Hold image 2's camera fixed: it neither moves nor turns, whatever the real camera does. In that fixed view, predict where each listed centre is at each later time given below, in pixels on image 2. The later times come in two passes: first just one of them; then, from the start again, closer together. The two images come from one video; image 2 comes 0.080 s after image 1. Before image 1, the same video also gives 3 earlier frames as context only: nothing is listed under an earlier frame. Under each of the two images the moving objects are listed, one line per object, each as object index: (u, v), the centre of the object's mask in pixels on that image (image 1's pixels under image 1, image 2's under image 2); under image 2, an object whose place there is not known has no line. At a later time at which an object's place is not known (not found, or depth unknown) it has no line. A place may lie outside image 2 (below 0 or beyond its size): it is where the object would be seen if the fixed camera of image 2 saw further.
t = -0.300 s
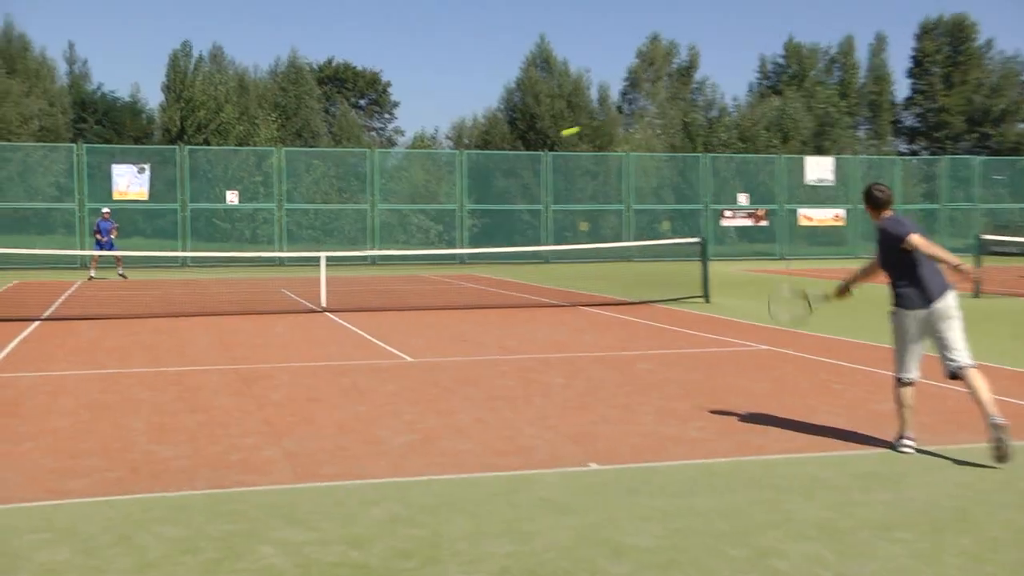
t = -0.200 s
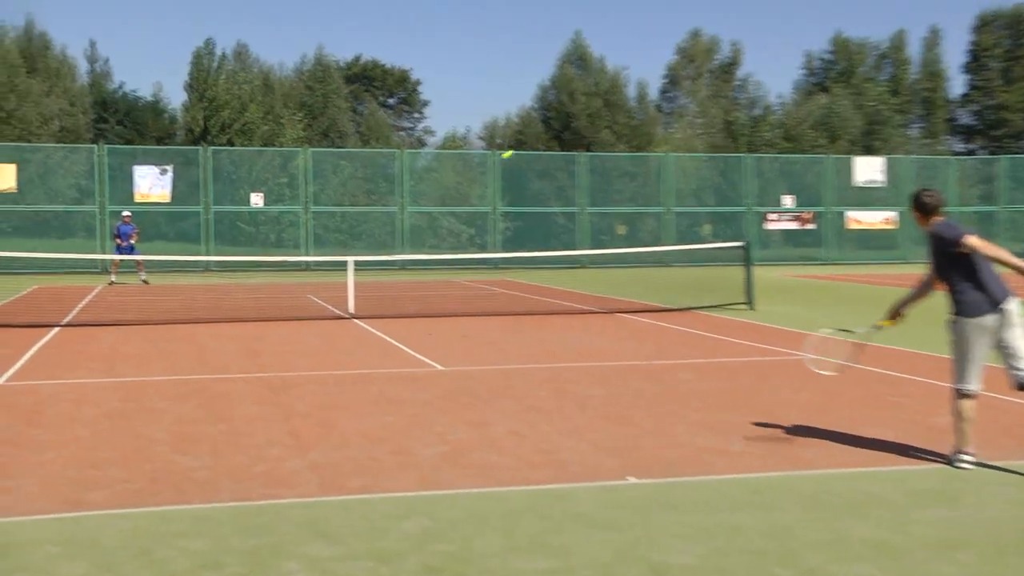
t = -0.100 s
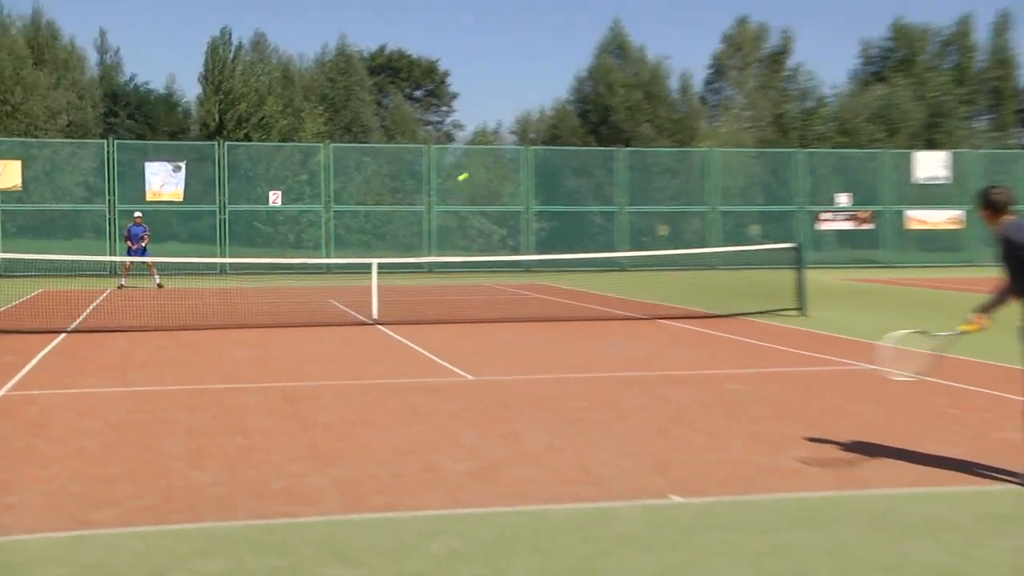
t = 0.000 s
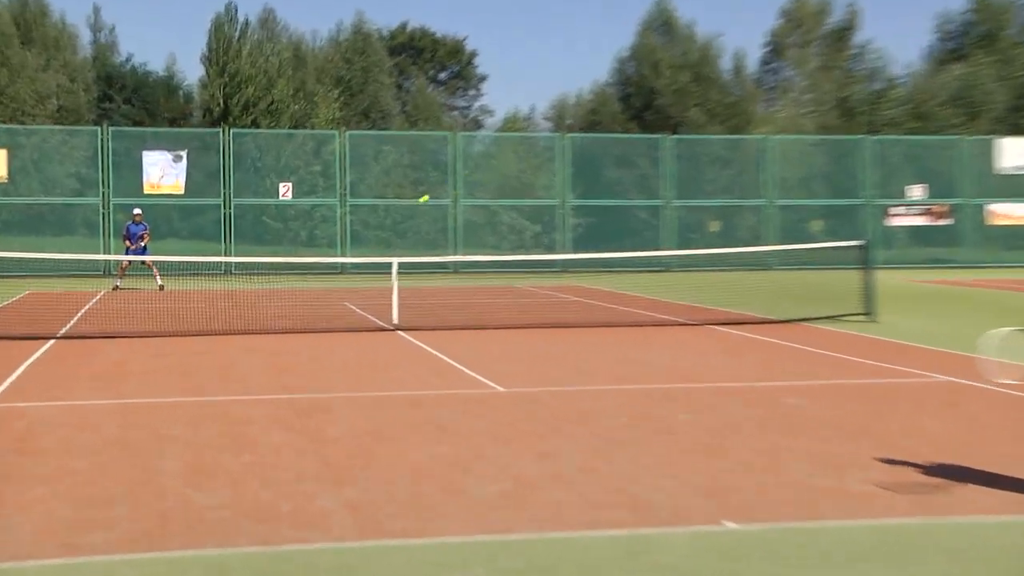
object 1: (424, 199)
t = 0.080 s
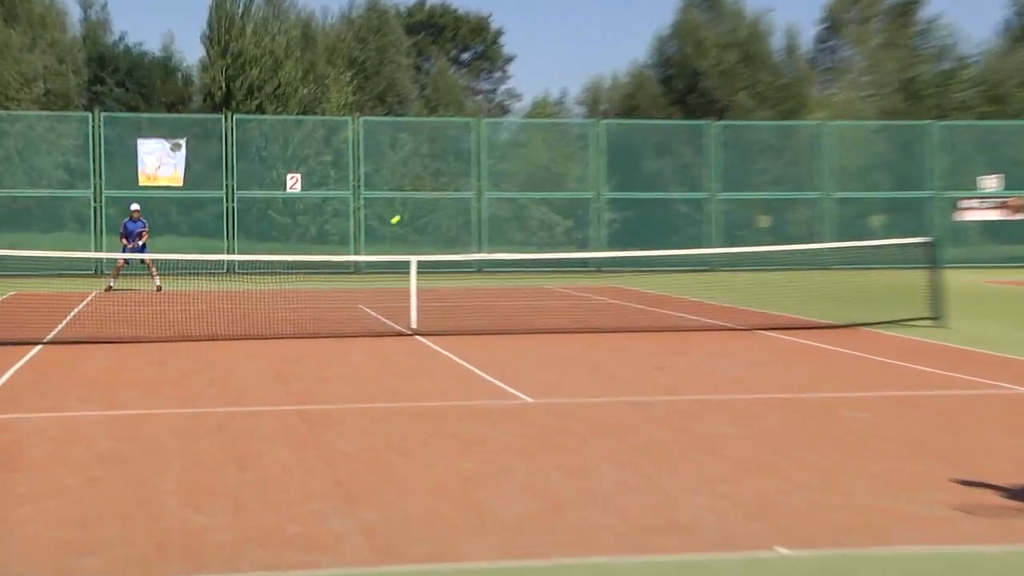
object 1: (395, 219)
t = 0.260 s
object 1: (301, 286)
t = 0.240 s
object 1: (311, 278)
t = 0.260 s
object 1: (301, 286)
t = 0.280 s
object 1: (291, 295)
